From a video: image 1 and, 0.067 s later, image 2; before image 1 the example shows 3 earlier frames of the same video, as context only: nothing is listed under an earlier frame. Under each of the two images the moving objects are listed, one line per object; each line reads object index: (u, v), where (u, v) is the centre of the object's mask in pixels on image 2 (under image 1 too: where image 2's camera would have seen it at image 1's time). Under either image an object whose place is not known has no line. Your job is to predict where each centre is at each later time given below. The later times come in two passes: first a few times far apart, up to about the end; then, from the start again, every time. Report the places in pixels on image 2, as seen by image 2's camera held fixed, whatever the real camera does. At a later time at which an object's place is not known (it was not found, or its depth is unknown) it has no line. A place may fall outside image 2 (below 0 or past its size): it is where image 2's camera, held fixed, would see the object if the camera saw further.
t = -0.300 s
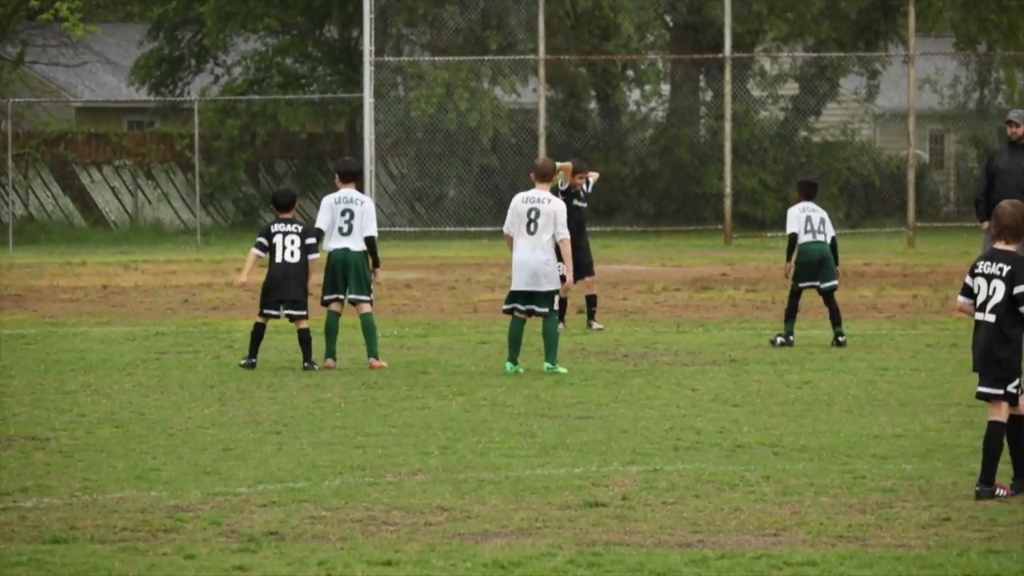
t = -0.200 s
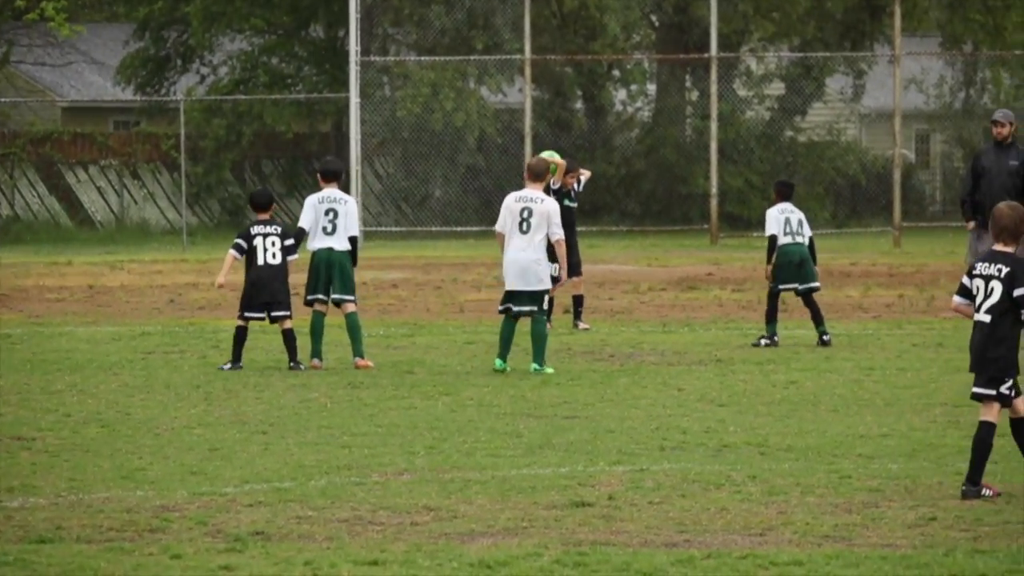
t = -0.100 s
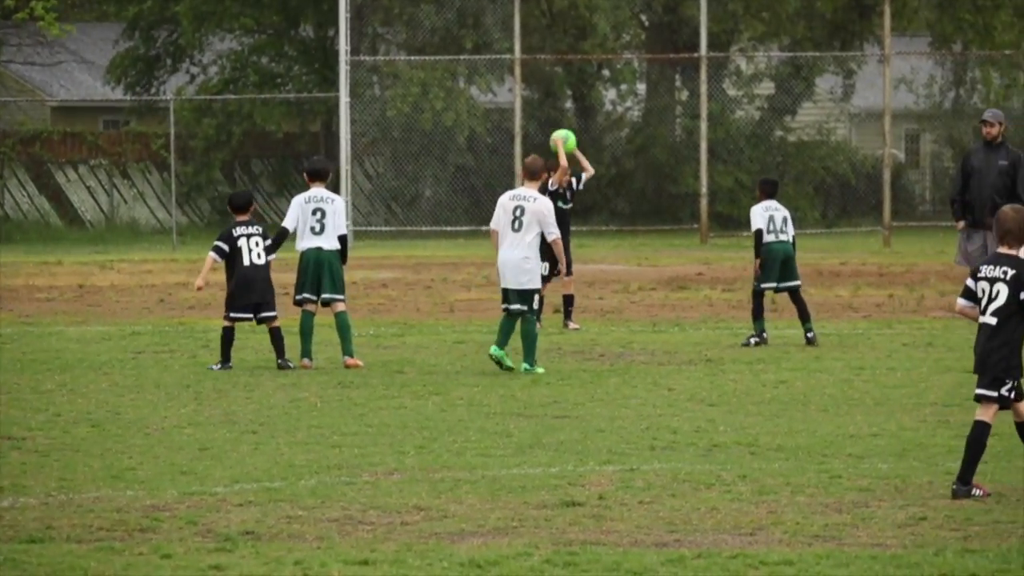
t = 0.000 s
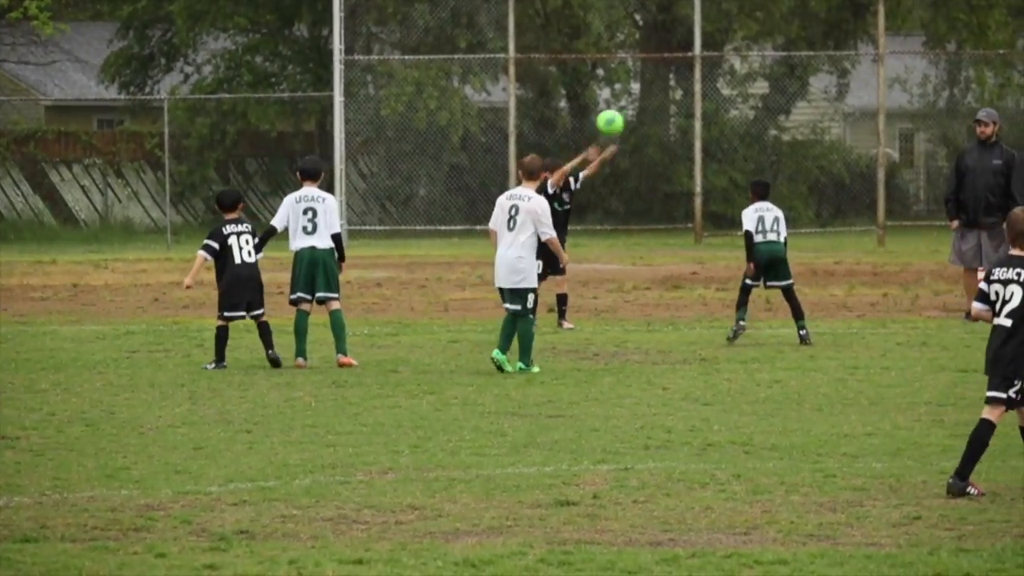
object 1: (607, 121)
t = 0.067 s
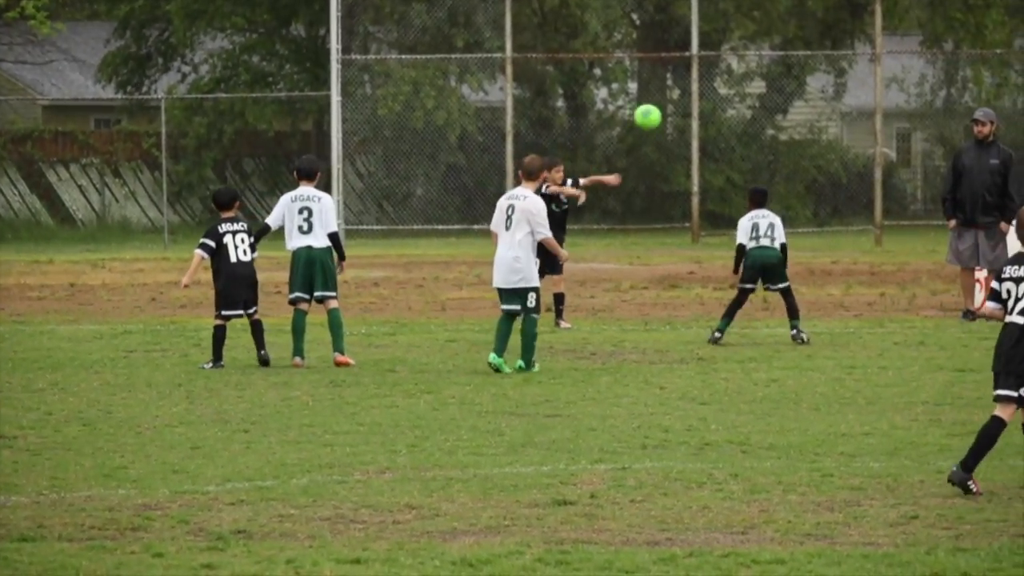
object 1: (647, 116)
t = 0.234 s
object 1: (748, 128)
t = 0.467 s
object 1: (895, 201)
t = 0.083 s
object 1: (657, 116)
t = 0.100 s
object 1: (667, 116)
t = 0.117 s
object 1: (677, 116)
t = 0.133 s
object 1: (688, 117)
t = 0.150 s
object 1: (697, 118)
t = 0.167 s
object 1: (708, 119)
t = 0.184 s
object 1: (718, 121)
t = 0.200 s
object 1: (728, 123)
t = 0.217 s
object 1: (738, 125)
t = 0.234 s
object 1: (748, 128)
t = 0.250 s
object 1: (759, 131)
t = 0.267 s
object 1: (769, 134)
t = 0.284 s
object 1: (779, 138)
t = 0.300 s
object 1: (790, 141)
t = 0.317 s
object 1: (800, 145)
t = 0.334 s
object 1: (811, 150)
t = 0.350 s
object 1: (821, 155)
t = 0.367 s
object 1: (831, 161)
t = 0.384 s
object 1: (842, 167)
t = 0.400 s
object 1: (852, 173)
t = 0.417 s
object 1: (863, 180)
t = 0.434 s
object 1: (873, 186)
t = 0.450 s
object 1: (884, 194)
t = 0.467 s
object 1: (895, 201)
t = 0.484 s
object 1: (905, 208)
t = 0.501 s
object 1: (916, 216)
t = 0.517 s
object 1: (927, 225)
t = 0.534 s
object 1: (938, 234)
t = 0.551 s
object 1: (948, 244)
